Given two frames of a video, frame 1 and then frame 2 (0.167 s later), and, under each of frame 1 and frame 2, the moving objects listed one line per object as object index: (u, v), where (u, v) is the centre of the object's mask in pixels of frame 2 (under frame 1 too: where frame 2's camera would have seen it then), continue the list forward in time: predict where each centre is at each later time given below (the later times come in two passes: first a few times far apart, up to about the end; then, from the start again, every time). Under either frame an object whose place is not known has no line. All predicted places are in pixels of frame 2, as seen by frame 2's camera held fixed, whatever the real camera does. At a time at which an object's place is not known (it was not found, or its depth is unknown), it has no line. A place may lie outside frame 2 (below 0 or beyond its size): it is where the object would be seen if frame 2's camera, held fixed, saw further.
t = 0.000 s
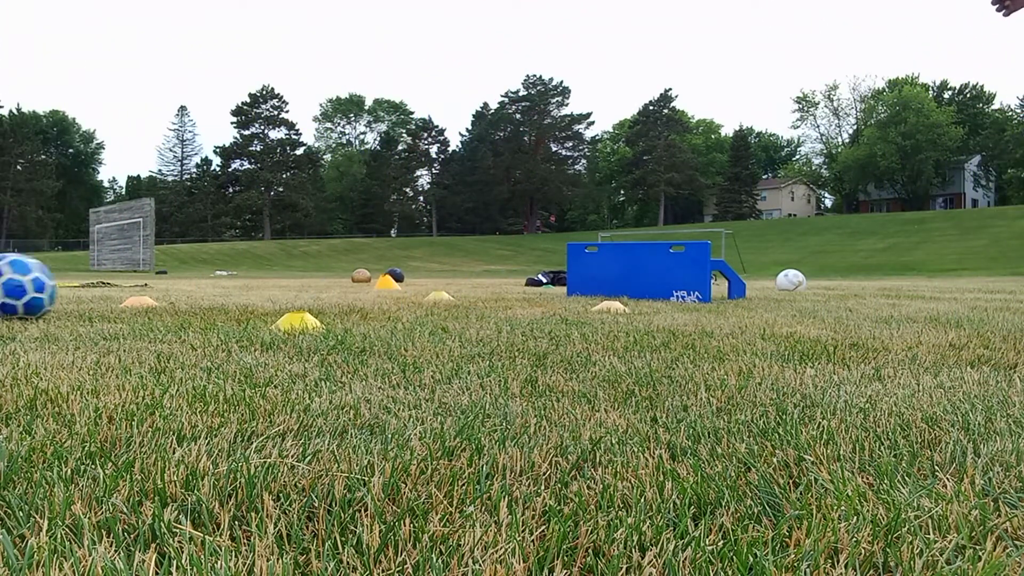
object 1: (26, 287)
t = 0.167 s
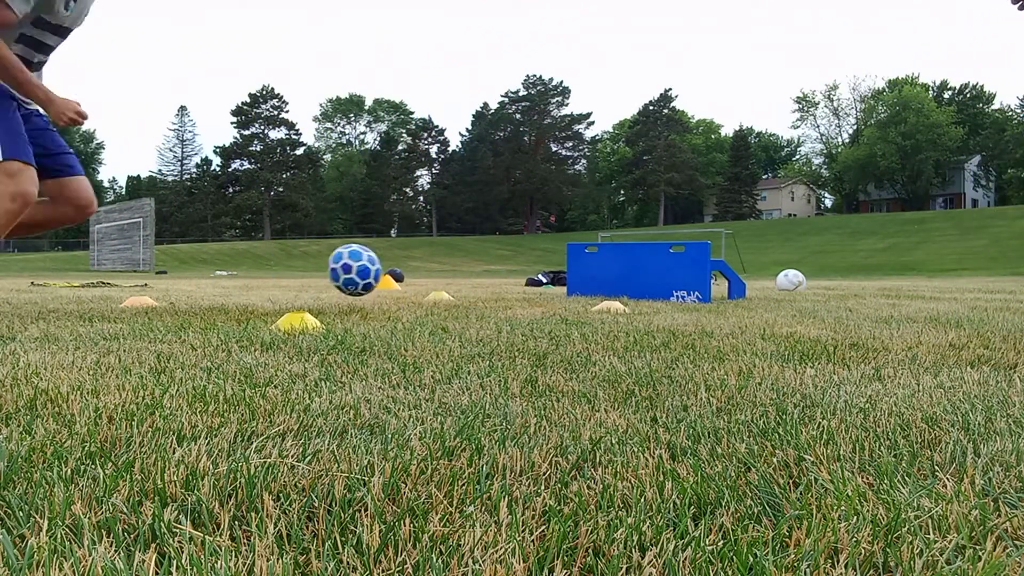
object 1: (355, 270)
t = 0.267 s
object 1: (481, 287)
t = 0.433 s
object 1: (594, 271)
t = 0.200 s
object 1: (401, 275)
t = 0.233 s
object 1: (443, 282)
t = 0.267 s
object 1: (481, 287)
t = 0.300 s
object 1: (512, 289)
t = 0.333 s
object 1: (534, 284)
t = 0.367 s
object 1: (555, 279)
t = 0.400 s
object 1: (575, 274)
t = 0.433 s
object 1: (594, 271)
